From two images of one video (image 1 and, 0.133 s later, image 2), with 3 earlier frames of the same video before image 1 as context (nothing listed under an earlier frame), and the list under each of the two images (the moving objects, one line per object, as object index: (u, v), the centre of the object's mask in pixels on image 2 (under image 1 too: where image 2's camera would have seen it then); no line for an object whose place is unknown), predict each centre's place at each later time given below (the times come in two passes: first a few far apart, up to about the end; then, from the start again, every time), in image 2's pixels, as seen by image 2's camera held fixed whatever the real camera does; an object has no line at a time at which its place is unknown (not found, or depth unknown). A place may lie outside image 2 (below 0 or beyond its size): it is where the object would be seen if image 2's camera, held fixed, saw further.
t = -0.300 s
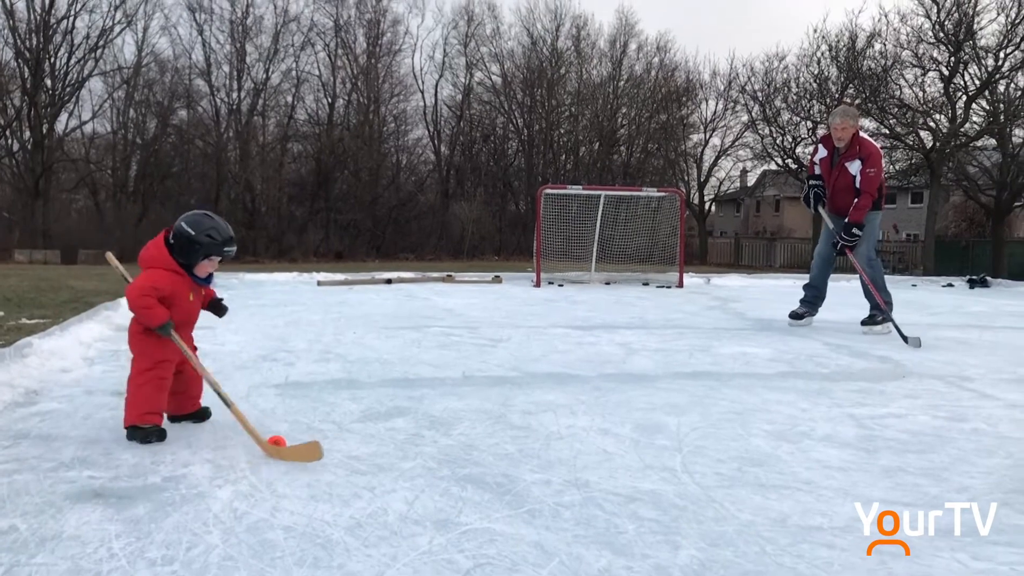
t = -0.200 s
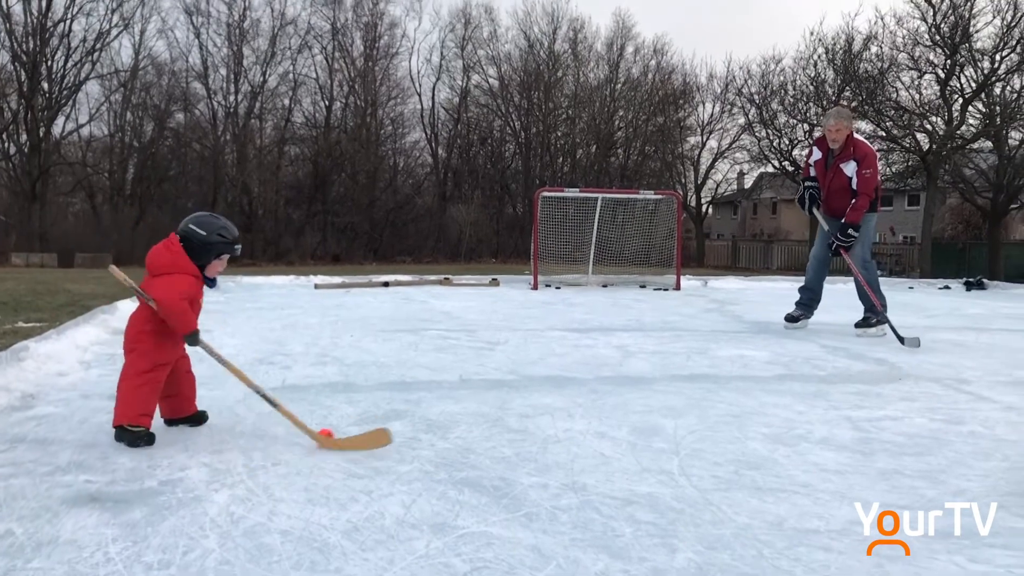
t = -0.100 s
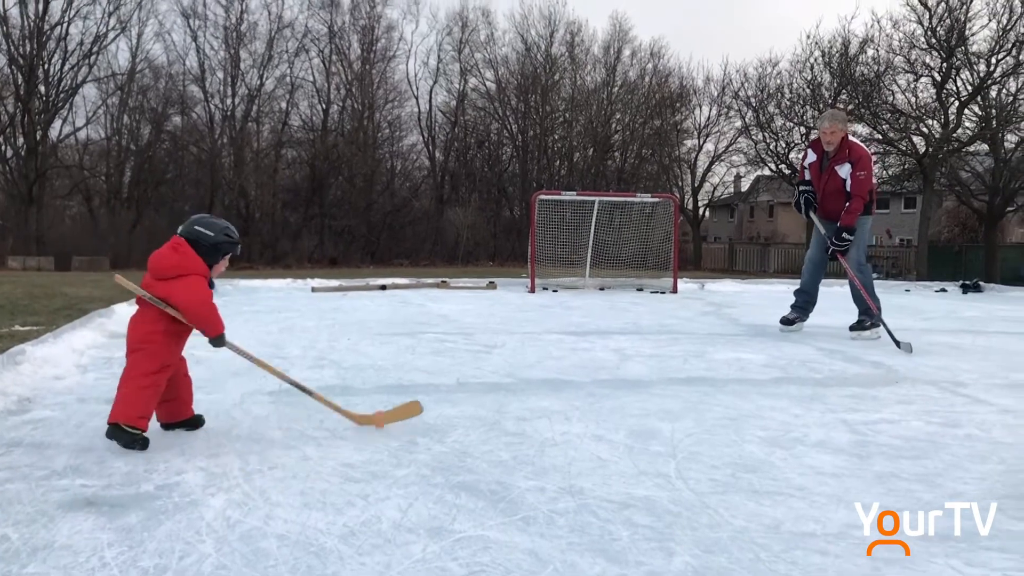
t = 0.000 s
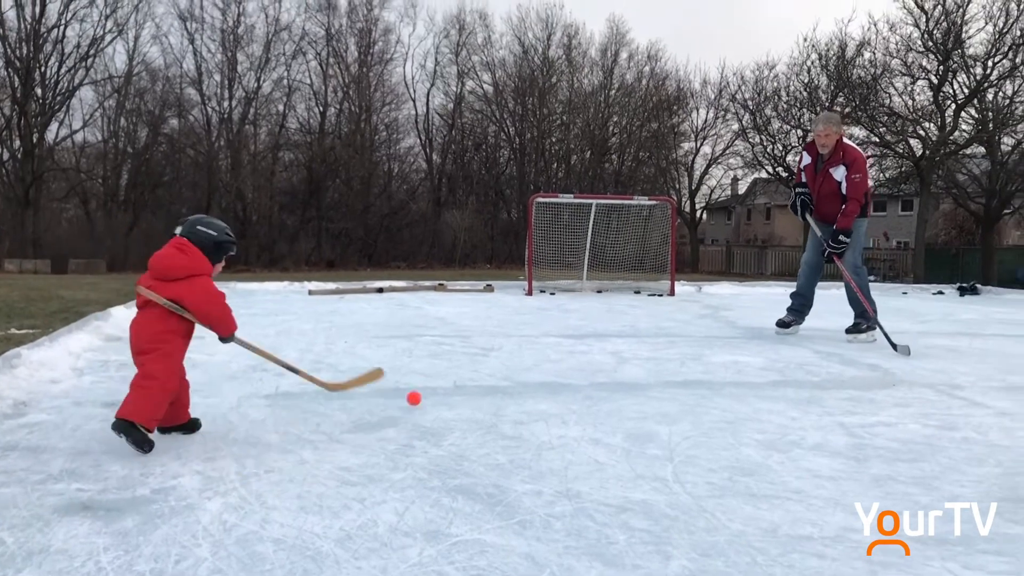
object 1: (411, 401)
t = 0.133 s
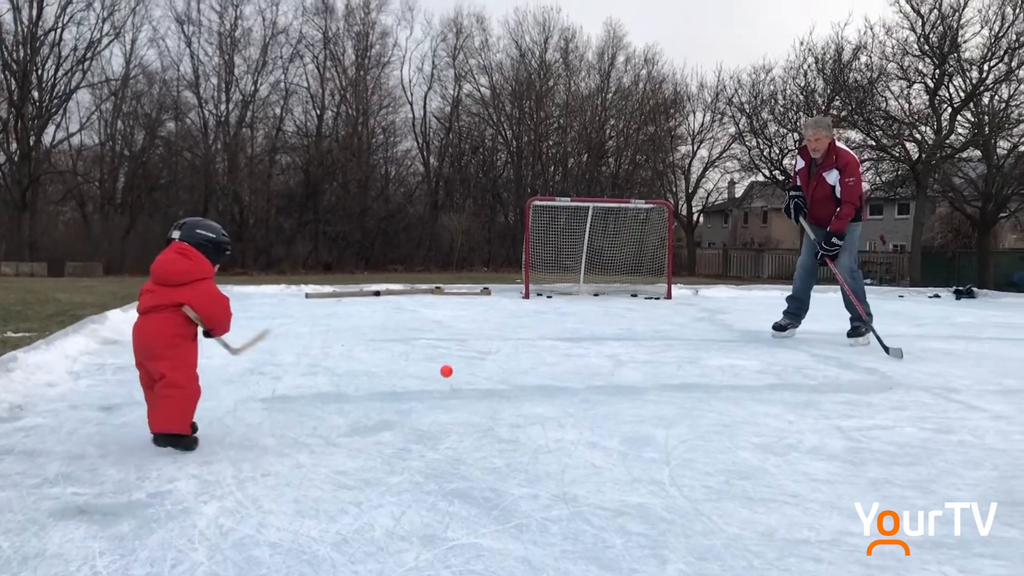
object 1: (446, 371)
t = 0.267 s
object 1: (473, 362)
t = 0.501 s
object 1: (505, 347)
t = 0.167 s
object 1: (454, 365)
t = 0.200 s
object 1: (461, 362)
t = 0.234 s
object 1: (467, 361)
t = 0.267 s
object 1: (473, 362)
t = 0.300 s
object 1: (478, 362)
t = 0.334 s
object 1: (484, 358)
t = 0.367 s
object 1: (488, 355)
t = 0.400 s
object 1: (493, 354)
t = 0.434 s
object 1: (497, 350)
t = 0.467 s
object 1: (501, 347)
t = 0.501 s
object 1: (505, 347)
